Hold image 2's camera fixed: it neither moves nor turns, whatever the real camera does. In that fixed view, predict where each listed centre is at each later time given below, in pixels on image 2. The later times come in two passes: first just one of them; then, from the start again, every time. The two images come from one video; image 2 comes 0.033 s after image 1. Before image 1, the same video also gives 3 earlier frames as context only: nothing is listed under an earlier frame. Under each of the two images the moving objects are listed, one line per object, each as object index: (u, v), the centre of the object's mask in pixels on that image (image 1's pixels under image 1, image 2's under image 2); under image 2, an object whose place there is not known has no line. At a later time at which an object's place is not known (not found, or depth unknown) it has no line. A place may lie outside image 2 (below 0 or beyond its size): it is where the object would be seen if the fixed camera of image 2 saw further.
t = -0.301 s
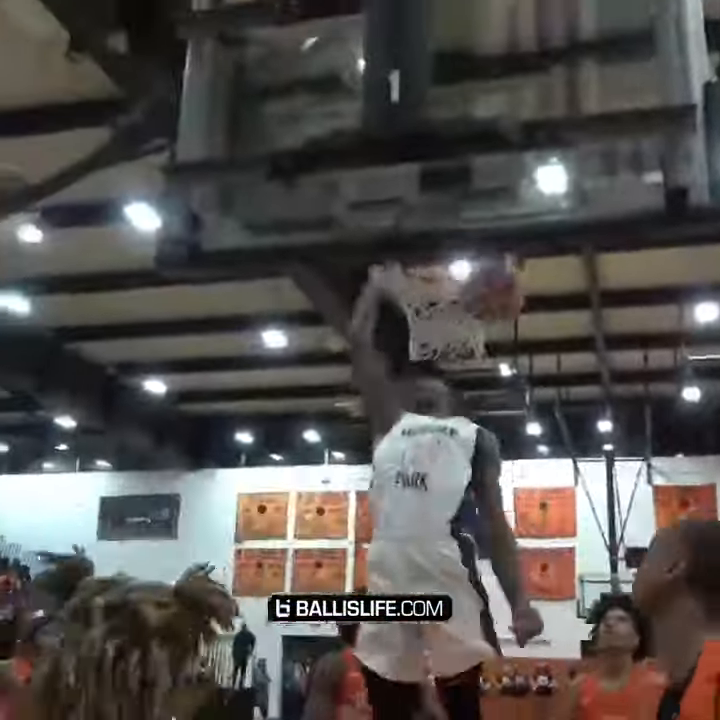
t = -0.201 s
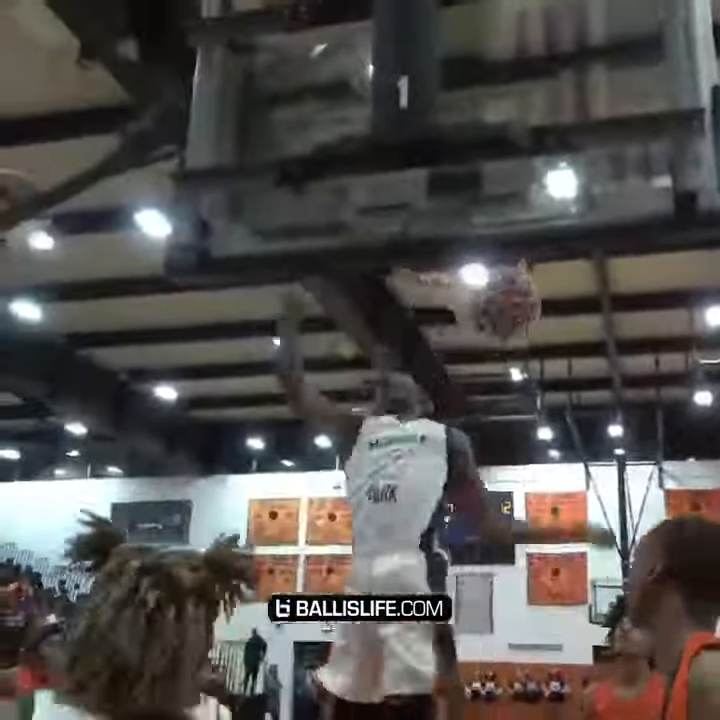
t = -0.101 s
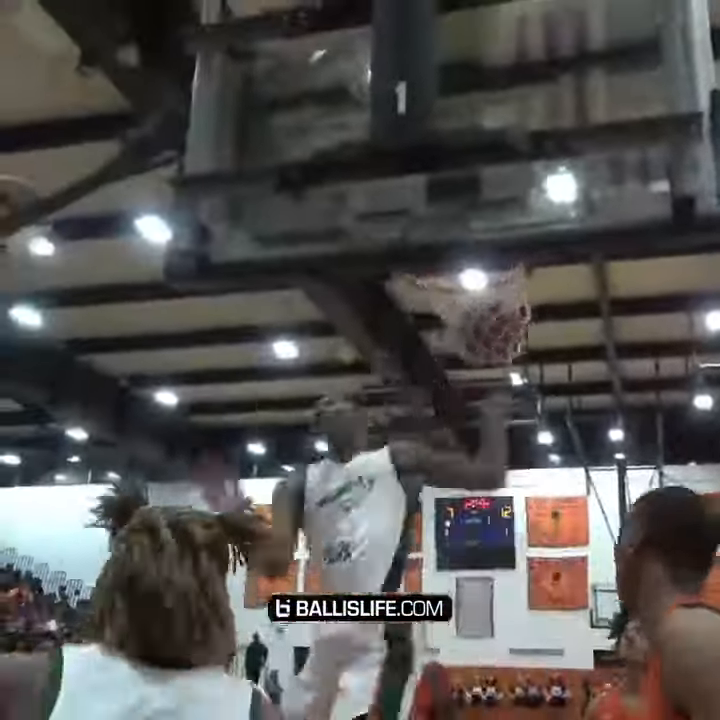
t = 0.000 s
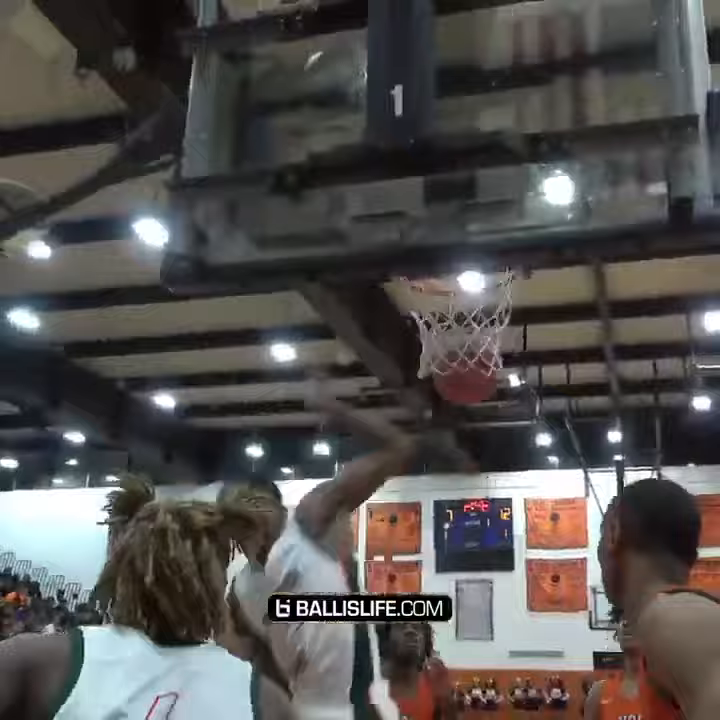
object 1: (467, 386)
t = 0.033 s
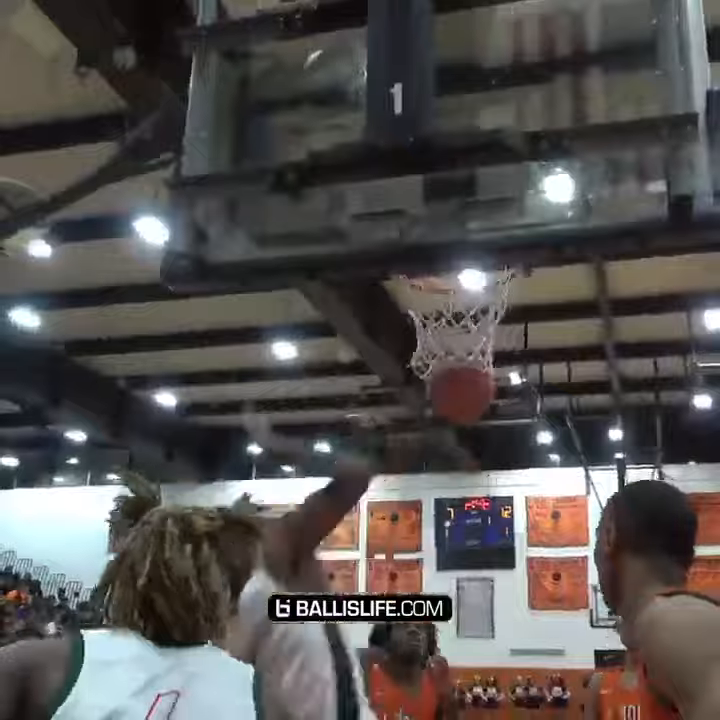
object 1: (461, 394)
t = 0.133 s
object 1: (447, 453)
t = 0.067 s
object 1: (454, 409)
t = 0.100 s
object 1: (449, 433)
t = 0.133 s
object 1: (447, 453)
